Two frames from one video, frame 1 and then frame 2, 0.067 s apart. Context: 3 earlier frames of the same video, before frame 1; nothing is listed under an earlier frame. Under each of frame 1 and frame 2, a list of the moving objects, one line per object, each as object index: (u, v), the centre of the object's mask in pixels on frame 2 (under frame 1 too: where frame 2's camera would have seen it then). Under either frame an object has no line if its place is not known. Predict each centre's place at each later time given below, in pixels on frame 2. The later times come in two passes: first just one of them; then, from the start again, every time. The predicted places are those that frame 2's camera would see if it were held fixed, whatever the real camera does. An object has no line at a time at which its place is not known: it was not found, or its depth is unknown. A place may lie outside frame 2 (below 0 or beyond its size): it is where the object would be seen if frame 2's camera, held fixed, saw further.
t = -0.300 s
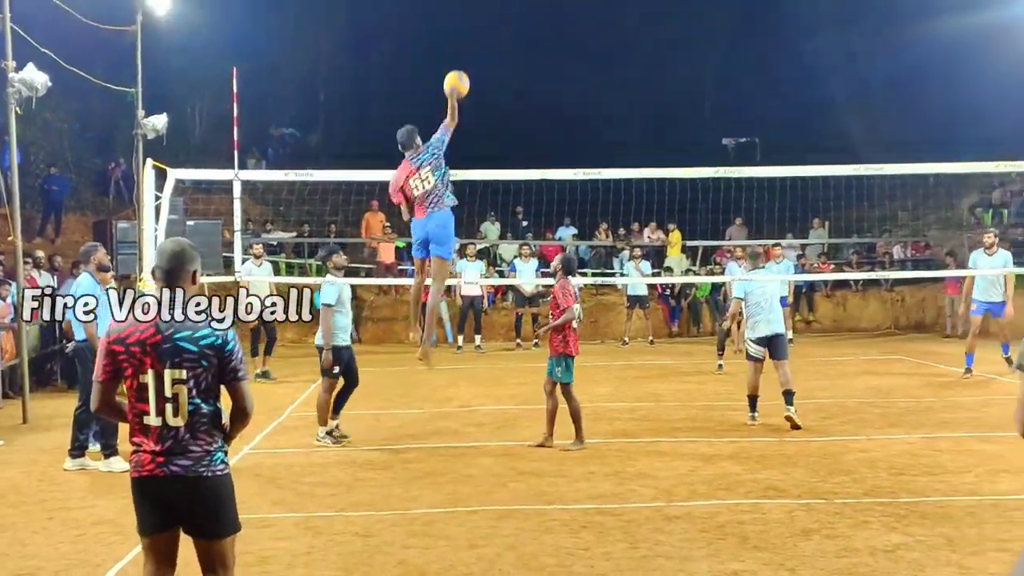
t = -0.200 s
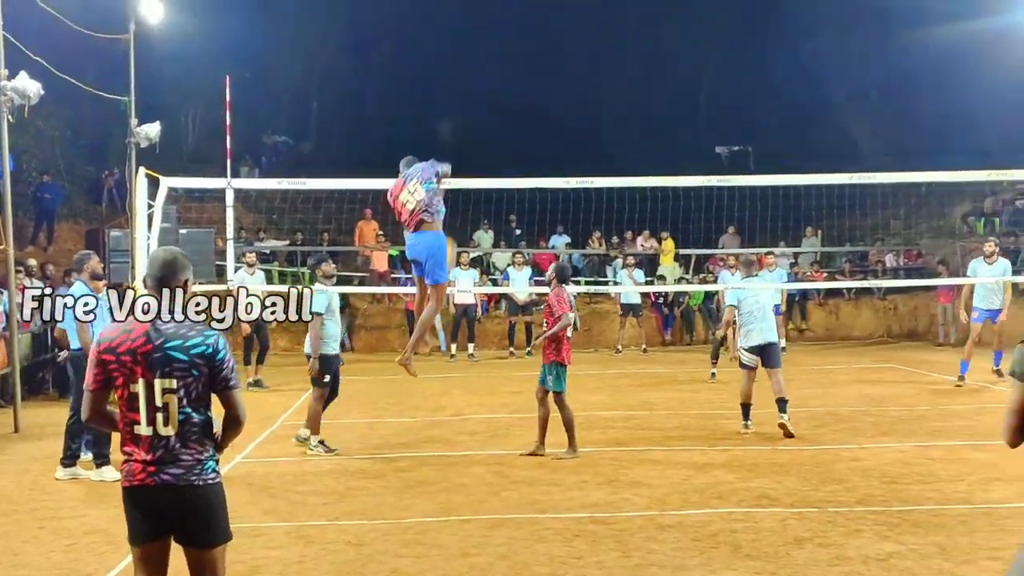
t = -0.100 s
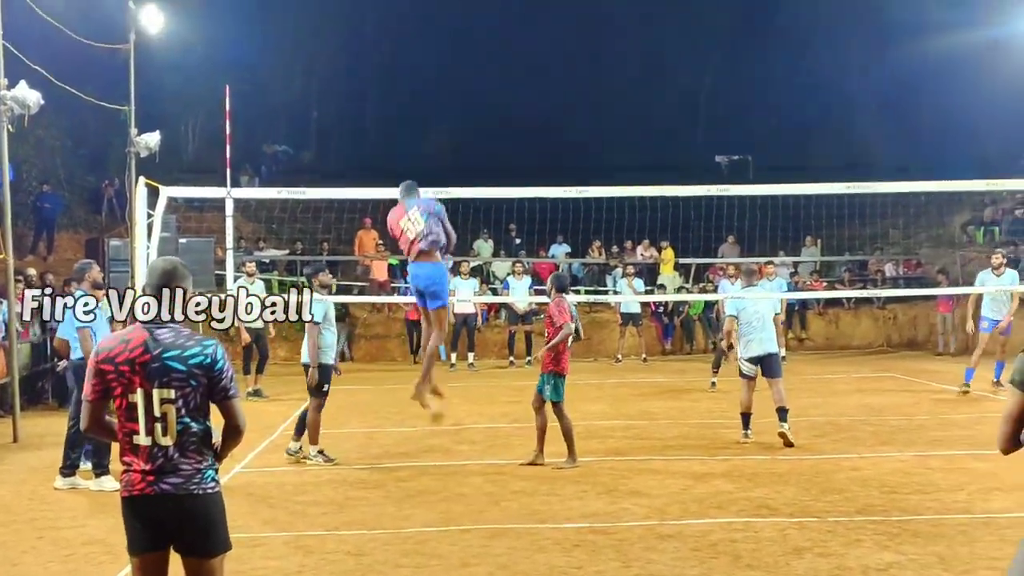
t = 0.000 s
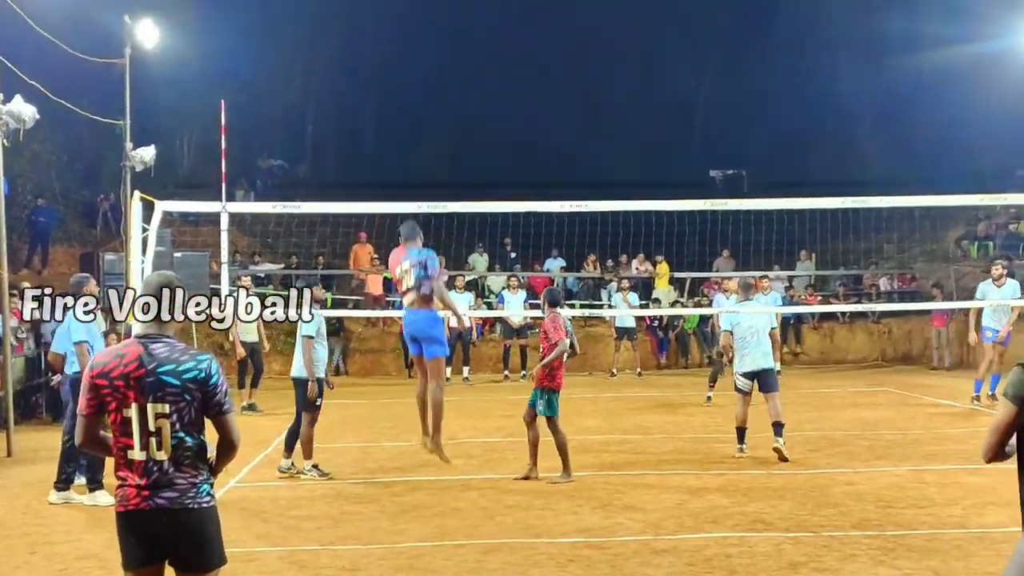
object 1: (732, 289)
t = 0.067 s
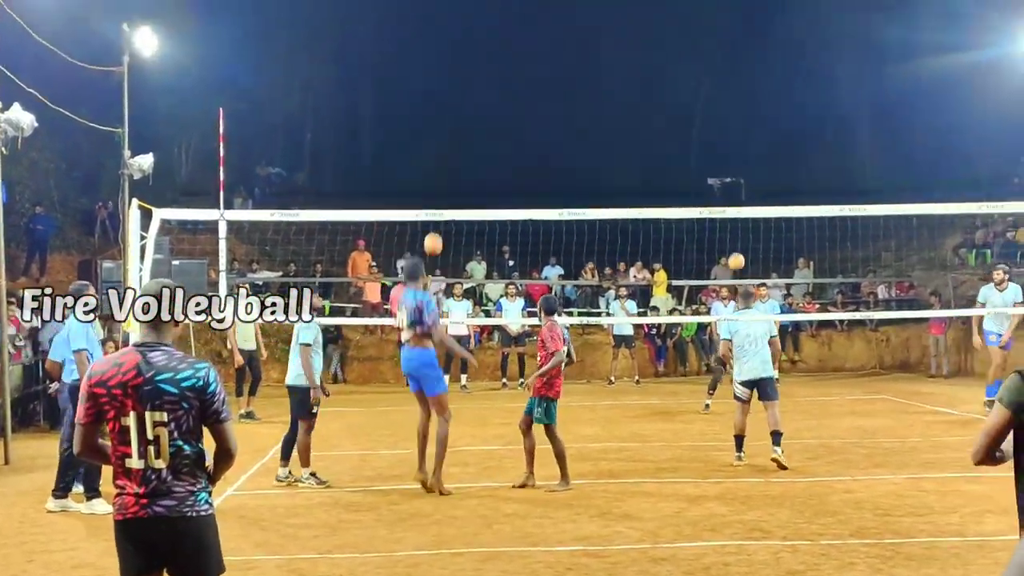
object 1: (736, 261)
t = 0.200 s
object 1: (739, 208)
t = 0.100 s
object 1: (736, 248)
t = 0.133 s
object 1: (736, 234)
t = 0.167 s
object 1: (737, 224)
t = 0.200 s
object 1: (739, 208)
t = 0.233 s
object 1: (739, 201)
